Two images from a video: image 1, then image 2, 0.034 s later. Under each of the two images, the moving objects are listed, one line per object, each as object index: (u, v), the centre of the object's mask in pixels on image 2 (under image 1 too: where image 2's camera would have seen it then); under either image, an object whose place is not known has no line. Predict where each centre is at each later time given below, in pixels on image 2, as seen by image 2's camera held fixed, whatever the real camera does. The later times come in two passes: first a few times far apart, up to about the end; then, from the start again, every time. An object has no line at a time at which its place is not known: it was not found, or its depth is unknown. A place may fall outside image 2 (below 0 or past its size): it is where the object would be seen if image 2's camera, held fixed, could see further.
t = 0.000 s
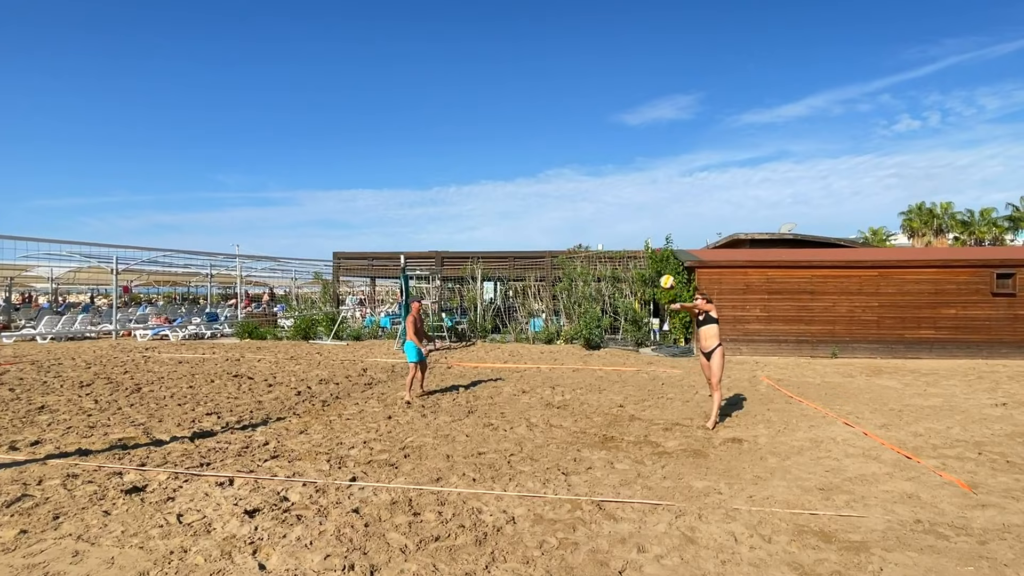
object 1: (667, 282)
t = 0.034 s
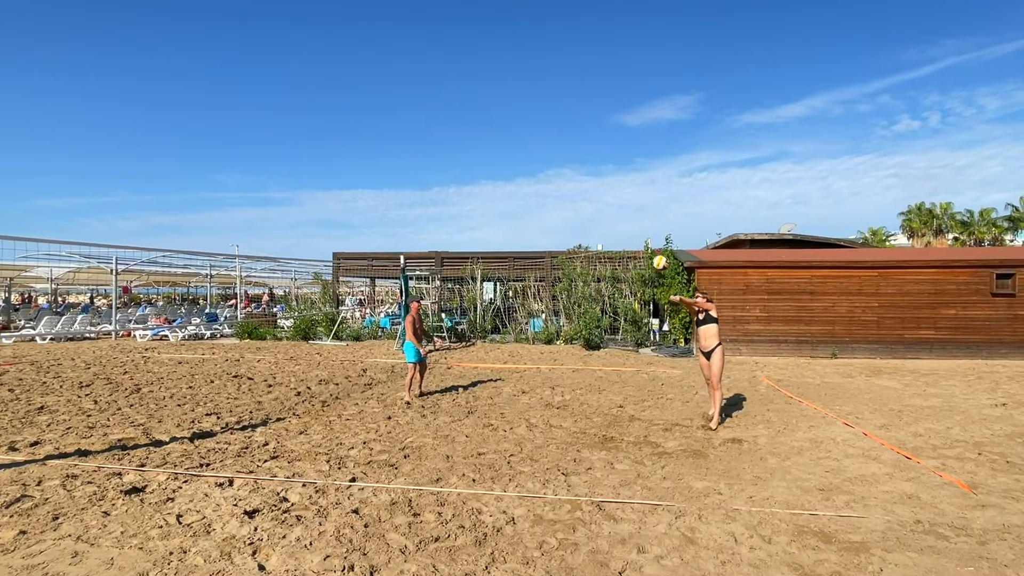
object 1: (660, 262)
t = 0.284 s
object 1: (613, 143)
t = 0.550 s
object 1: (566, 80)
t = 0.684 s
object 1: (544, 68)
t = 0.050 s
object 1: (657, 253)
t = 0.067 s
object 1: (654, 243)
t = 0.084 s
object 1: (651, 234)
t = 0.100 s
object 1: (648, 226)
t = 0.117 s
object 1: (645, 217)
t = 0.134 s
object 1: (642, 207)
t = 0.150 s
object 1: (641, 197)
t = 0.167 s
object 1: (637, 190)
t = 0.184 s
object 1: (633, 183)
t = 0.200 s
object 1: (629, 175)
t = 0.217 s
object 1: (626, 169)
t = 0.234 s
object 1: (622, 162)
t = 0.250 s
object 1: (619, 156)
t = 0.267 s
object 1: (616, 149)
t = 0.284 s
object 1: (613, 143)
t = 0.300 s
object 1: (610, 138)
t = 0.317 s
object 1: (607, 133)
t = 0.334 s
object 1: (604, 128)
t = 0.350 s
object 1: (601, 123)
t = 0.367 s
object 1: (598, 118)
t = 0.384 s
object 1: (594, 114)
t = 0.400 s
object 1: (592, 109)
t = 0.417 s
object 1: (589, 105)
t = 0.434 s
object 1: (586, 101)
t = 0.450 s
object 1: (583, 97)
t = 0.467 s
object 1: (580, 94)
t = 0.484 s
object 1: (577, 91)
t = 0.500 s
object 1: (574, 88)
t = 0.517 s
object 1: (571, 86)
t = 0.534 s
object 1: (568, 83)
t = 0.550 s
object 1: (566, 80)
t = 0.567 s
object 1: (563, 78)
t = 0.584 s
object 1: (560, 76)
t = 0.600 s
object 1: (557, 74)
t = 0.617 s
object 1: (554, 73)
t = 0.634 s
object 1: (552, 72)
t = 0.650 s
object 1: (549, 70)
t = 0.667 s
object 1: (547, 69)
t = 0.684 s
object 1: (544, 68)
